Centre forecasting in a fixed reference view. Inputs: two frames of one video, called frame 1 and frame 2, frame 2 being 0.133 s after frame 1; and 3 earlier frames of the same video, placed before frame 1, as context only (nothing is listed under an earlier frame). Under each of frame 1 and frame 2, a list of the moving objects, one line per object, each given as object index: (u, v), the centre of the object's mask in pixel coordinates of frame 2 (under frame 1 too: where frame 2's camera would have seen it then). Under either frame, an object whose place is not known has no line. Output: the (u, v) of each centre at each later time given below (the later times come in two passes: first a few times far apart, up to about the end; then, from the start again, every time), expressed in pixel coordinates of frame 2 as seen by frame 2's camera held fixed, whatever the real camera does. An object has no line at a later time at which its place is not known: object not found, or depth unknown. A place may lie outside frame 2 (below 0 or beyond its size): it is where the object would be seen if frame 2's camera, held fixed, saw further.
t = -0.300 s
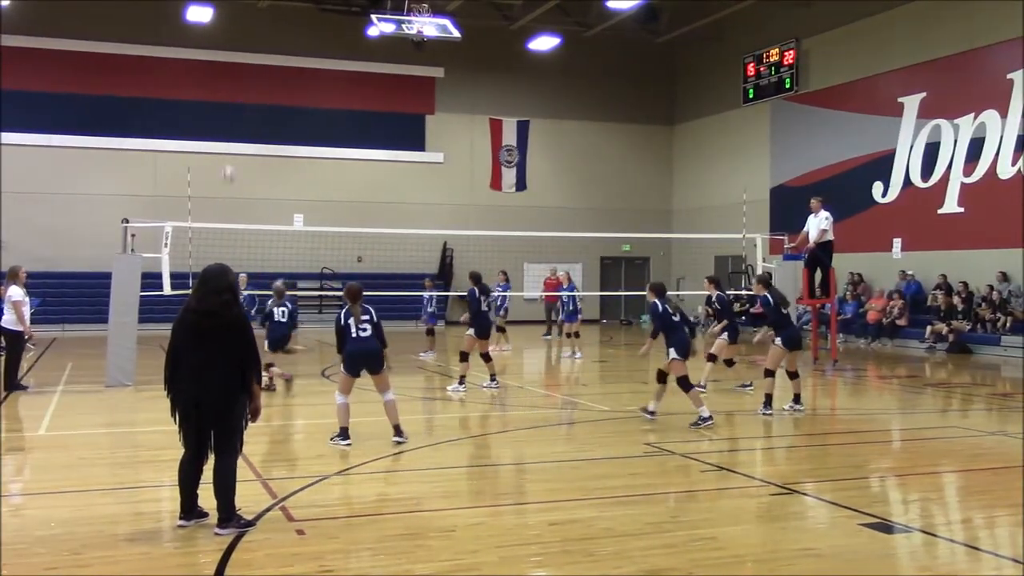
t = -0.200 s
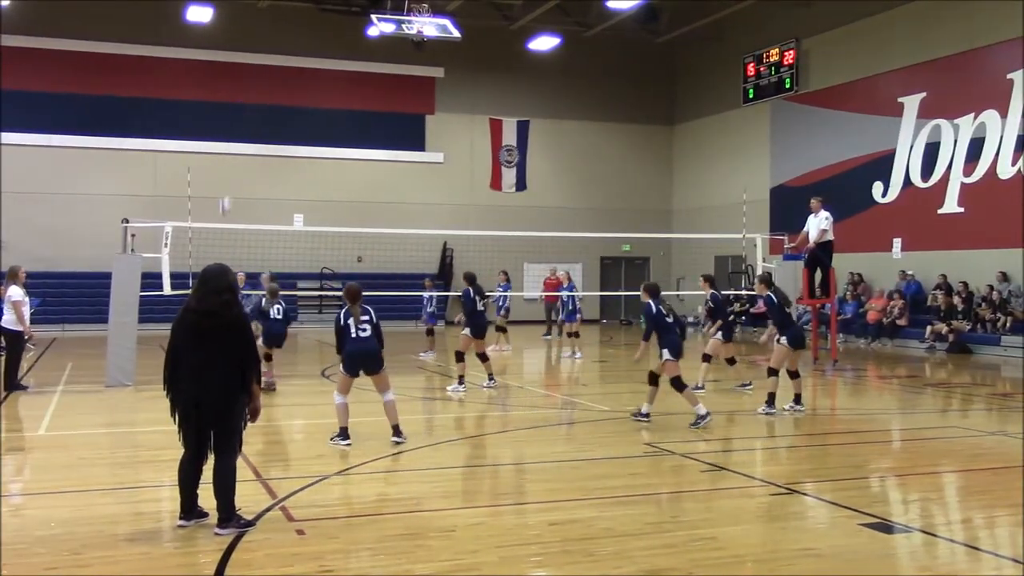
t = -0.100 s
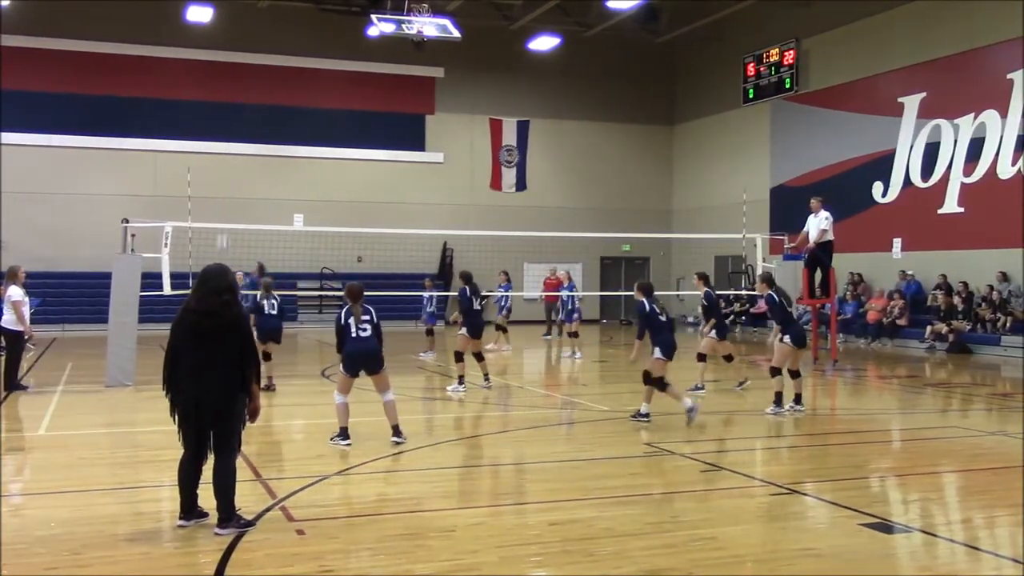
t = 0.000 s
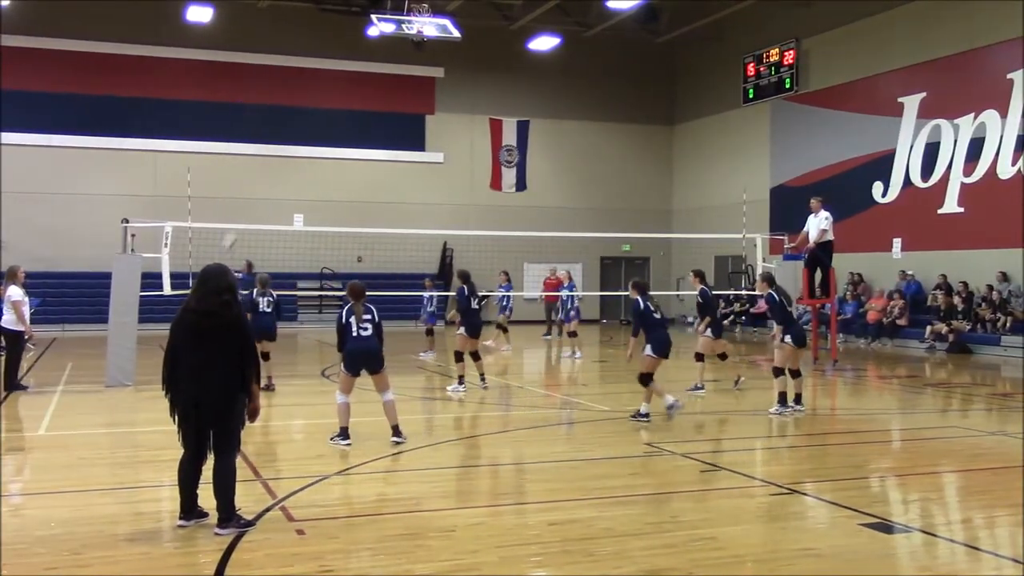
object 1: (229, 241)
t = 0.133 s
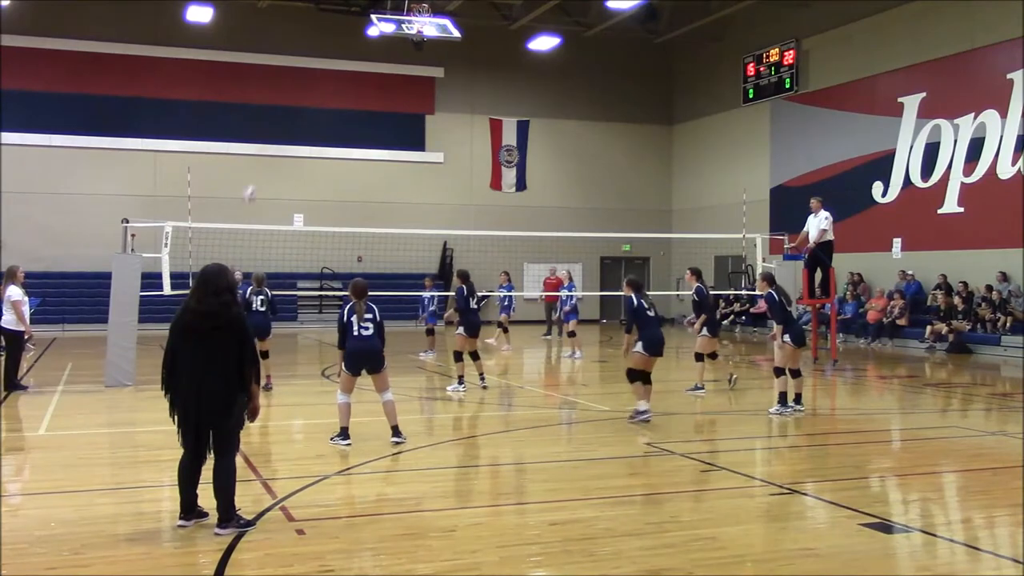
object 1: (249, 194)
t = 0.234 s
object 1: (265, 165)
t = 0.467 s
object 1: (301, 124)
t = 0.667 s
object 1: (333, 117)
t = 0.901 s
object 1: (372, 144)
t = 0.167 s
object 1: (255, 184)
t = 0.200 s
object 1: (260, 174)
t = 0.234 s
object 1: (265, 165)
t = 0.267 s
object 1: (268, 160)
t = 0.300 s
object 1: (276, 150)
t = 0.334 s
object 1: (281, 143)
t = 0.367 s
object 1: (285, 137)
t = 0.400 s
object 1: (291, 132)
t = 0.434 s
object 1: (296, 128)
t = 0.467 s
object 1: (301, 124)
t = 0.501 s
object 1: (307, 121)
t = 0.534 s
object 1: (312, 119)
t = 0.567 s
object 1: (317, 117)
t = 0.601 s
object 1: (323, 116)
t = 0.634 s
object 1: (328, 116)
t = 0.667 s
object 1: (333, 117)
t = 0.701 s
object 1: (339, 119)
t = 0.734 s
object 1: (345, 121)
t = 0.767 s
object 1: (350, 124)
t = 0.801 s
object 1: (356, 128)
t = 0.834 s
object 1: (361, 133)
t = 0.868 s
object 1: (367, 138)
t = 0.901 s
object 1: (372, 144)
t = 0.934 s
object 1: (377, 151)
